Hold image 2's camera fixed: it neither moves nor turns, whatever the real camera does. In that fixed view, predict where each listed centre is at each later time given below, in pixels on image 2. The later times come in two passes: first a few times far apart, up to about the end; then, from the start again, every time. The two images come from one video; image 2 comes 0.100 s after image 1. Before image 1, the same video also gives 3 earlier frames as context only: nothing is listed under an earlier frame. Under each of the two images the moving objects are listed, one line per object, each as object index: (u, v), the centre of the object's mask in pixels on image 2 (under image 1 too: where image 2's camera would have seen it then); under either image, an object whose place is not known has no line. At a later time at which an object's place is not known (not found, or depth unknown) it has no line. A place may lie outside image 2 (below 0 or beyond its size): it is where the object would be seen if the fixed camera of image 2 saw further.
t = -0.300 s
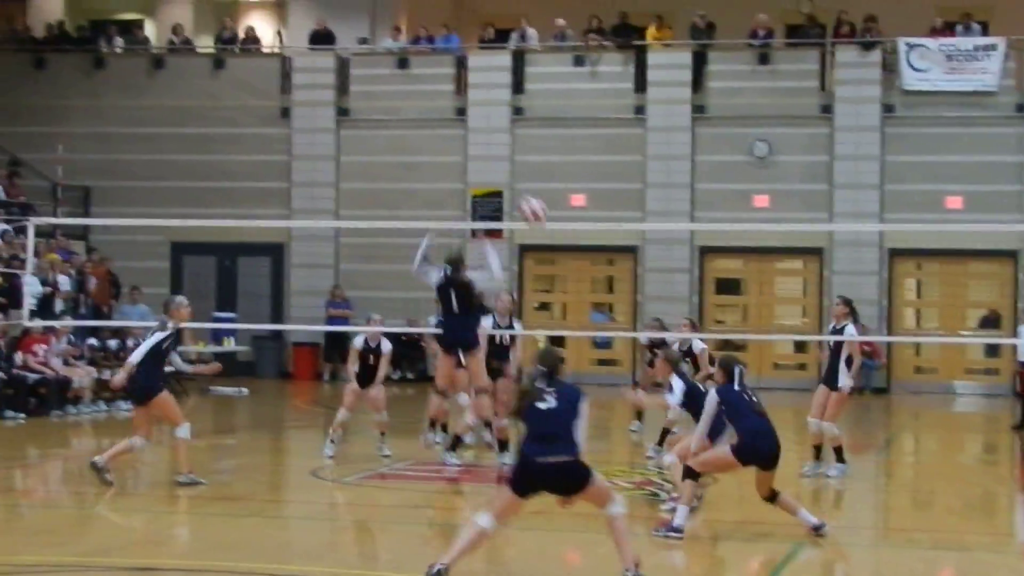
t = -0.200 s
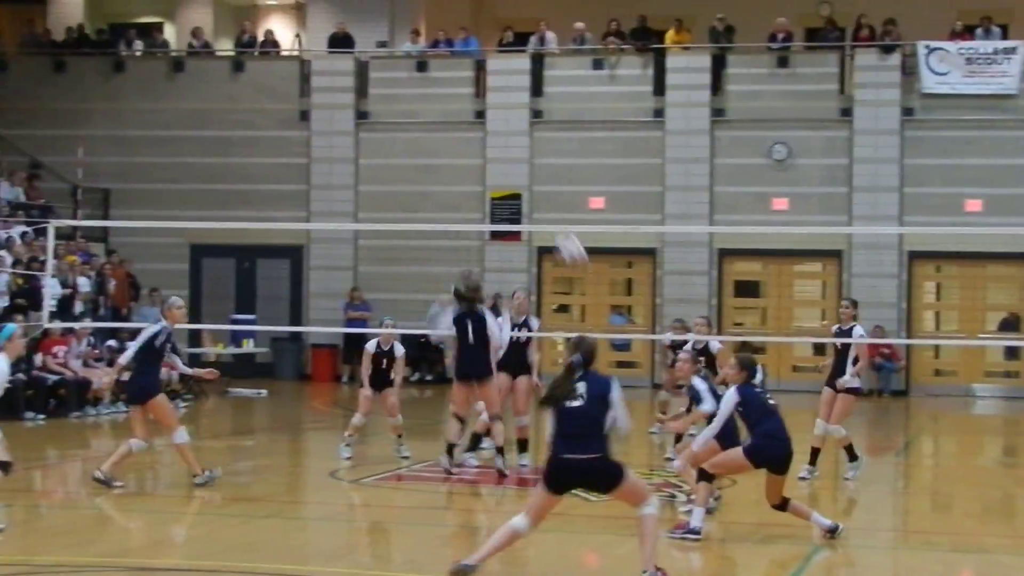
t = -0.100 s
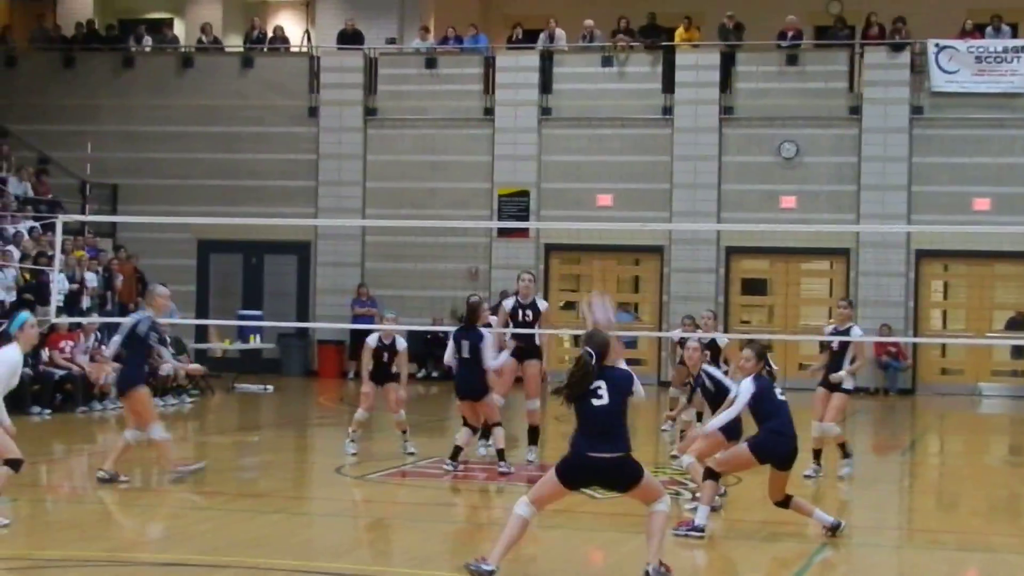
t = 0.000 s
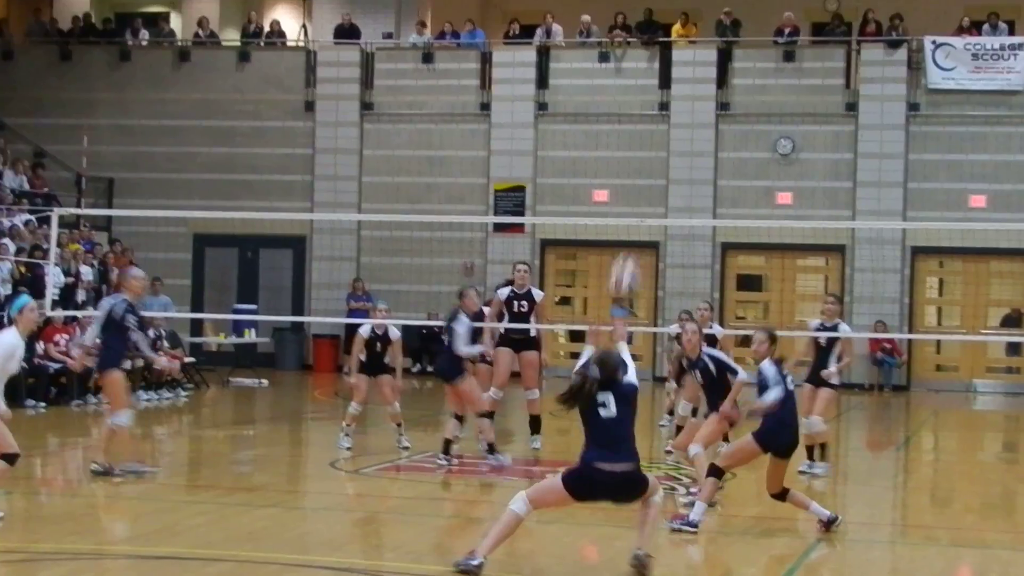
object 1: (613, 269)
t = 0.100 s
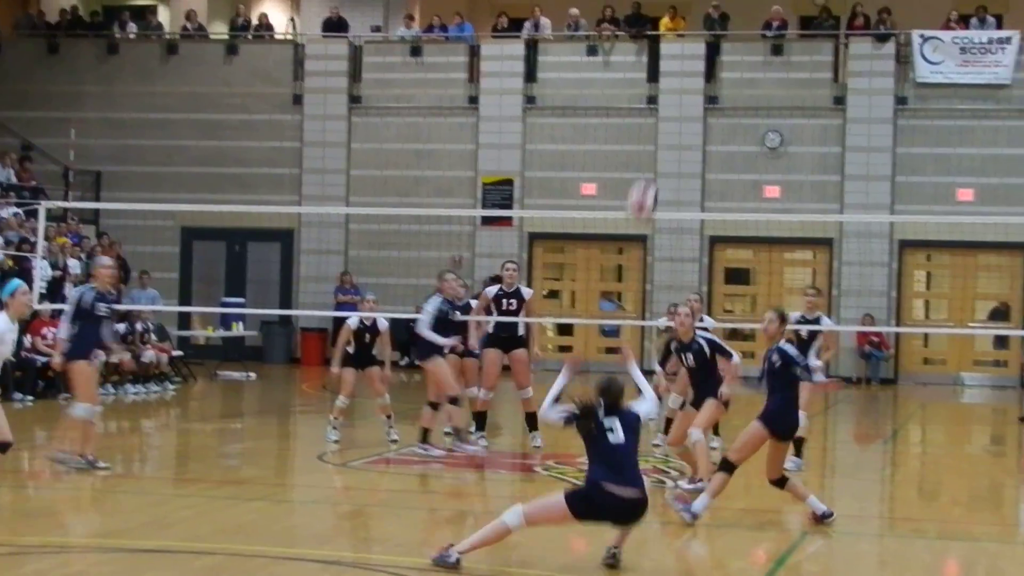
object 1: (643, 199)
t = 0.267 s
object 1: (684, 128)
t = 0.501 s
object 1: (730, 98)
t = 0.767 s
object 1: (775, 149)
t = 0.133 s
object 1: (650, 182)
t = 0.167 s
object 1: (659, 165)
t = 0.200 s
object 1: (669, 149)
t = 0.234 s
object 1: (677, 137)
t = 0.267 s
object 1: (684, 128)
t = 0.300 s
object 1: (691, 119)
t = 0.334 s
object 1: (700, 108)
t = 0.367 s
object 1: (706, 104)
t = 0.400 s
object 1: (713, 100)
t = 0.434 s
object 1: (719, 97)
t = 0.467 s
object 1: (726, 98)
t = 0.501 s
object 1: (730, 98)
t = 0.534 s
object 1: (737, 99)
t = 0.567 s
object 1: (744, 102)
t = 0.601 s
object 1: (751, 108)
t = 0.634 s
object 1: (756, 115)
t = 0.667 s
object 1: (761, 121)
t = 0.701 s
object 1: (767, 132)
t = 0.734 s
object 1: (772, 141)
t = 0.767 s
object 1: (775, 149)
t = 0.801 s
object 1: (782, 163)
